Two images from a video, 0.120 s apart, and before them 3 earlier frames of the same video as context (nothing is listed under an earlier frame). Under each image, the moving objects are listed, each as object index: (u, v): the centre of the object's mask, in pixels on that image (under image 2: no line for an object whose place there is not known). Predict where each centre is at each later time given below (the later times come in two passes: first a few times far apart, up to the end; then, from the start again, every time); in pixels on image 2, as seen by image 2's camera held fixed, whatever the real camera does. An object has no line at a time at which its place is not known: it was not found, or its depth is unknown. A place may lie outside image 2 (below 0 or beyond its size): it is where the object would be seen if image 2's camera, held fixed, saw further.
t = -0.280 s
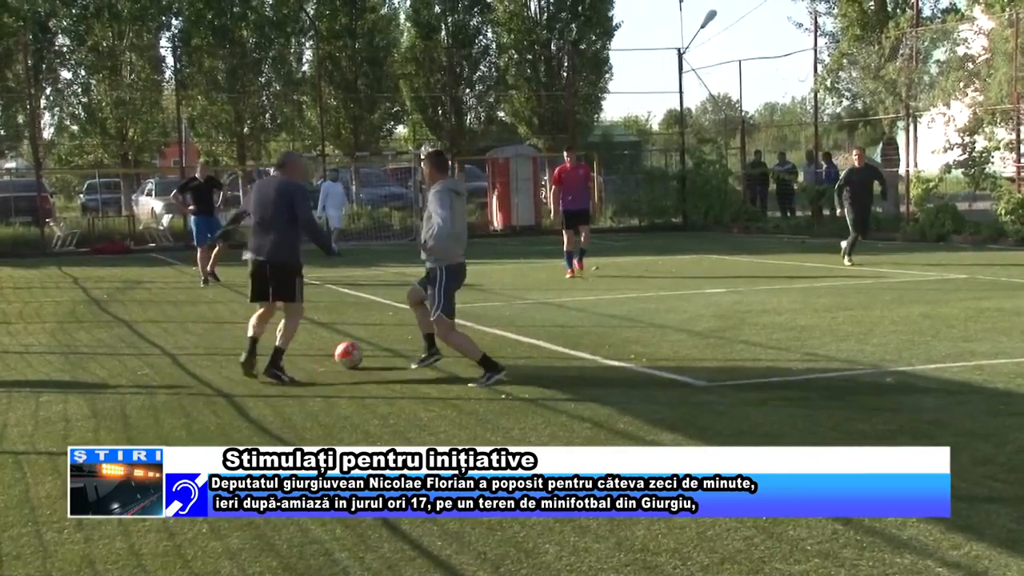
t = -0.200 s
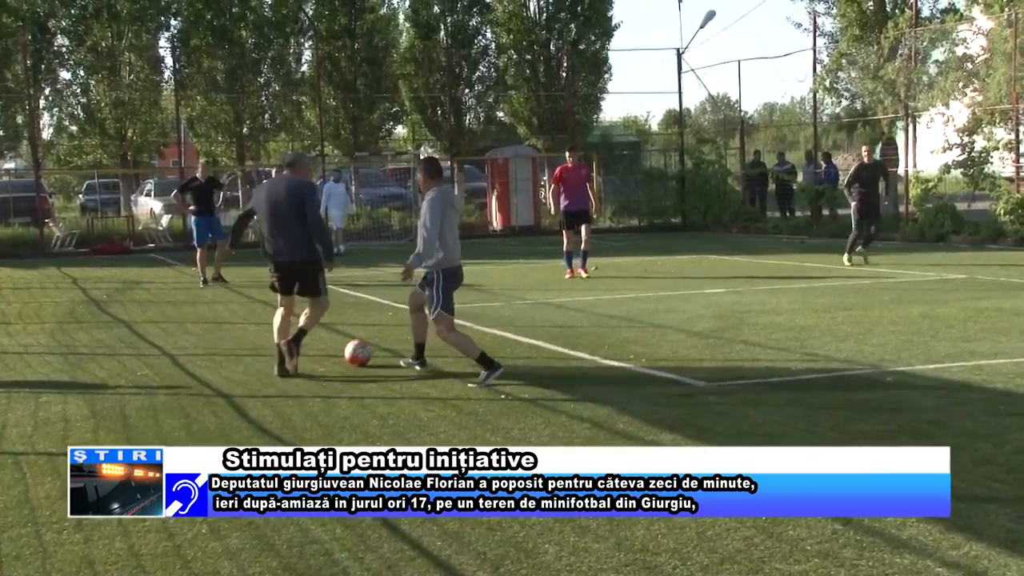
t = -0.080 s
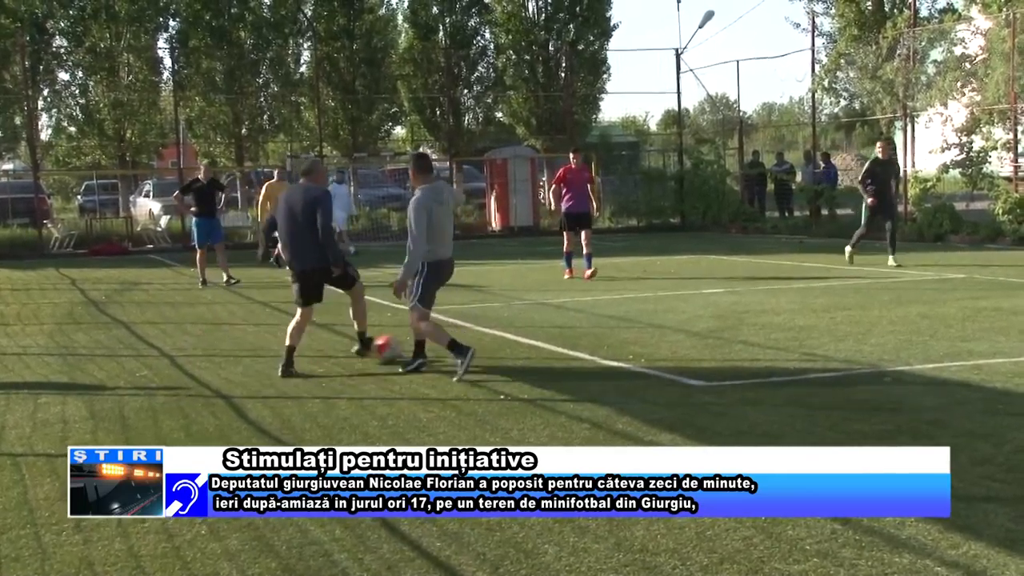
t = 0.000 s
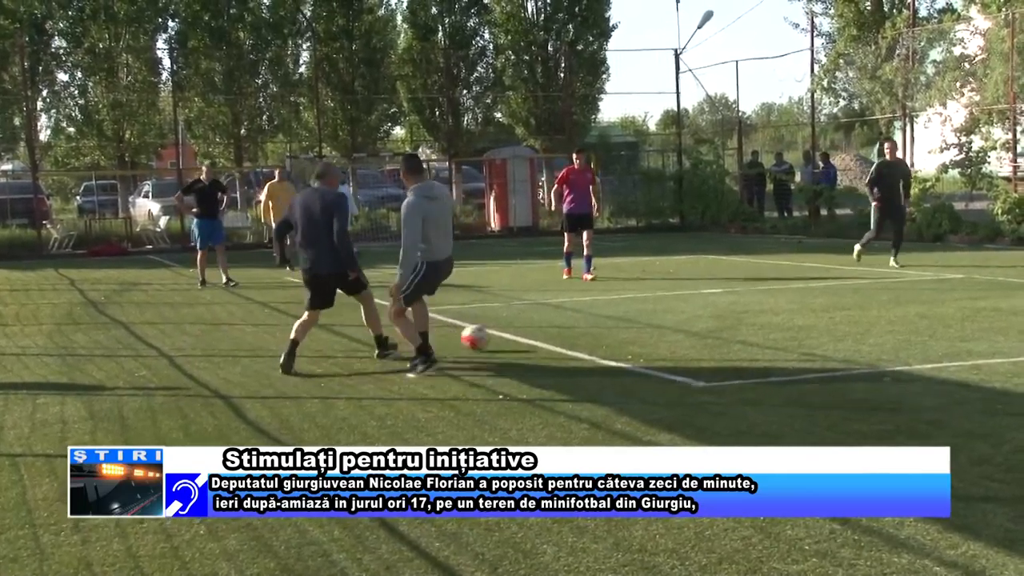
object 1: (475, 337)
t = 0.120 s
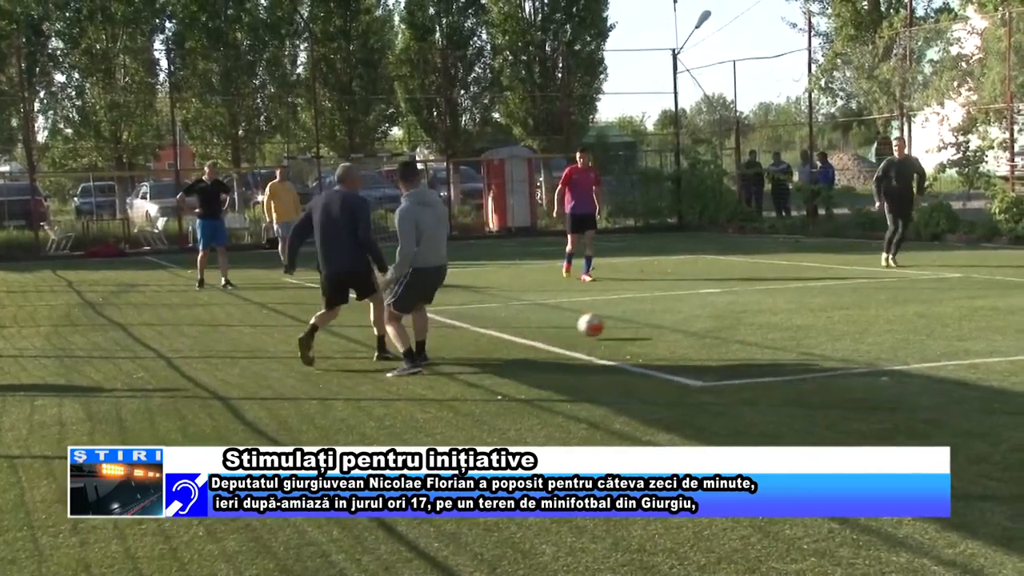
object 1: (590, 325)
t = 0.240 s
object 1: (692, 315)
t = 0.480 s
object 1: (857, 295)
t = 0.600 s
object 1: (927, 291)
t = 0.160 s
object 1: (626, 321)
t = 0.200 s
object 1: (660, 319)
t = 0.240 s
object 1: (692, 315)
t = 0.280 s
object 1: (723, 310)
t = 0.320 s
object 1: (752, 307)
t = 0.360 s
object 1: (781, 306)
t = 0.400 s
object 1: (810, 306)
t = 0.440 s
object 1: (834, 300)
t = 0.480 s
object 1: (857, 295)
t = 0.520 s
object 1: (880, 292)
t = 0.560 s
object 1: (904, 291)
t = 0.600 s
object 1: (927, 291)
